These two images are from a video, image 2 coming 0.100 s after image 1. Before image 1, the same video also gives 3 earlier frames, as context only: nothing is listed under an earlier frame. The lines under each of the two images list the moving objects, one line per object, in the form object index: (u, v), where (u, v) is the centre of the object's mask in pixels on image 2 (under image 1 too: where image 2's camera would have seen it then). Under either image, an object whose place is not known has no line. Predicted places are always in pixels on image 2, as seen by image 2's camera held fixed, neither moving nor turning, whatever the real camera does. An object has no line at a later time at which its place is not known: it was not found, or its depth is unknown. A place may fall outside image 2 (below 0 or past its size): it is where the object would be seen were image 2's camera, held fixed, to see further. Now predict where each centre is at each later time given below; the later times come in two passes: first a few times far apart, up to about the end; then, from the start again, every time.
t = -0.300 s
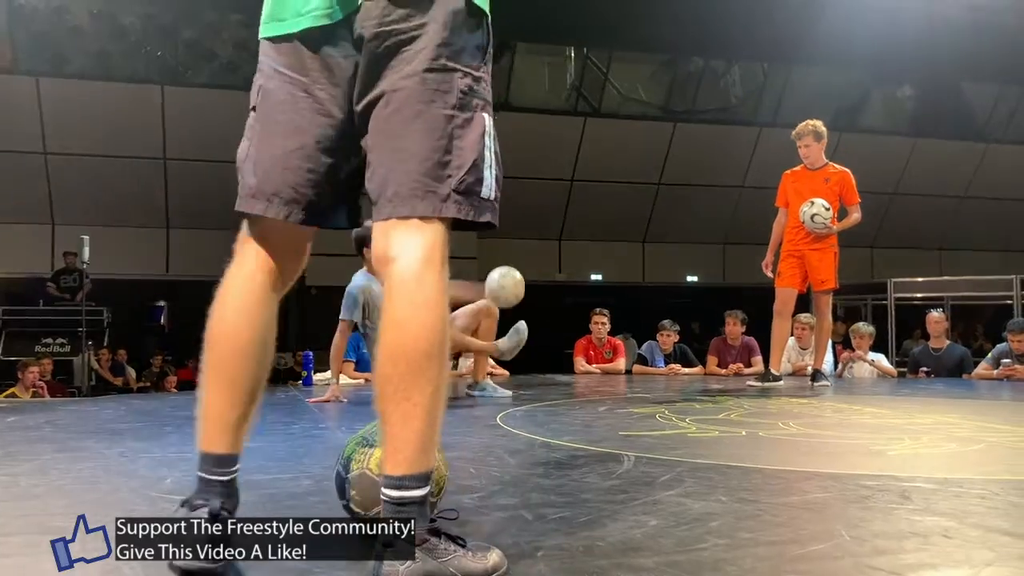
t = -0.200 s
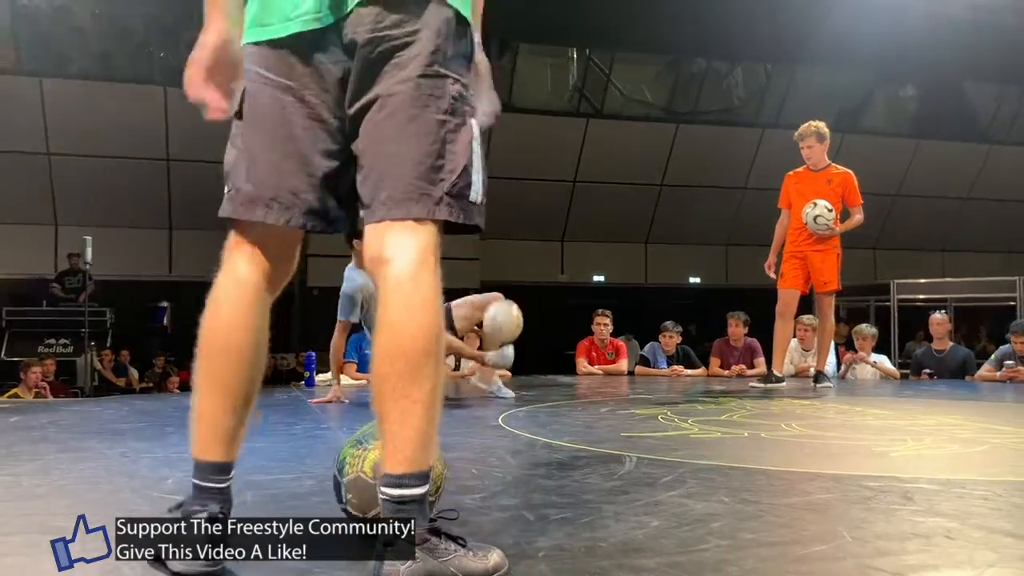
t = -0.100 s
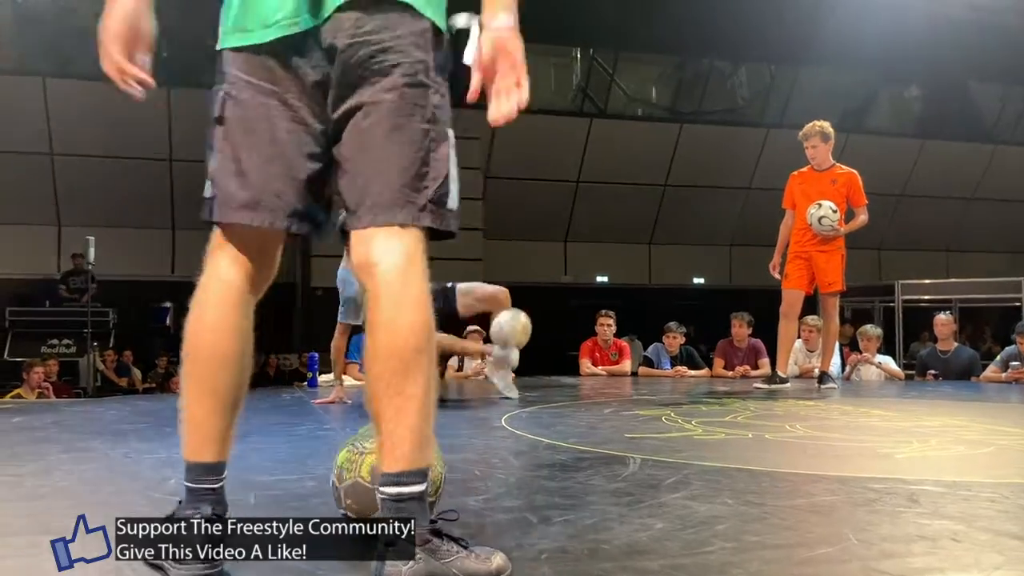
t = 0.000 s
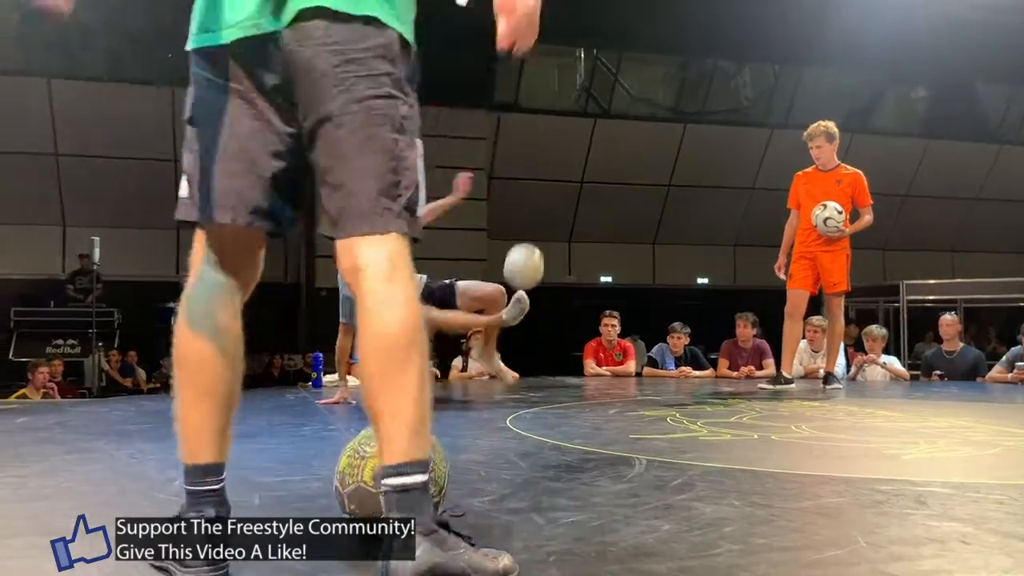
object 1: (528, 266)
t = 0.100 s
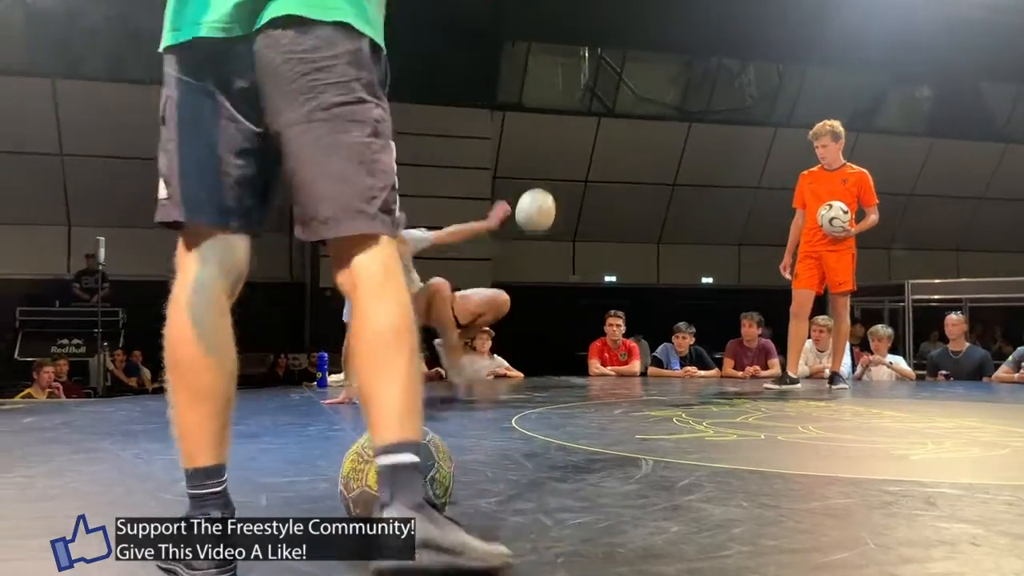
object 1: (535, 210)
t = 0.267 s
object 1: (547, 159)
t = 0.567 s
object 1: (566, 188)
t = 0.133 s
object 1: (538, 196)
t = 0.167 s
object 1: (540, 184)
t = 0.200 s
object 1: (543, 173)
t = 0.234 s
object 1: (545, 165)
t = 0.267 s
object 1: (547, 159)
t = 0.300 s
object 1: (550, 154)
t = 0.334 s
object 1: (552, 152)
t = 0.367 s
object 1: (554, 151)
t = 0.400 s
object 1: (556, 152)
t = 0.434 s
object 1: (558, 156)
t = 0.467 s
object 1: (560, 161)
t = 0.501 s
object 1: (562, 168)
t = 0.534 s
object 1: (564, 177)
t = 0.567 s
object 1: (566, 188)
